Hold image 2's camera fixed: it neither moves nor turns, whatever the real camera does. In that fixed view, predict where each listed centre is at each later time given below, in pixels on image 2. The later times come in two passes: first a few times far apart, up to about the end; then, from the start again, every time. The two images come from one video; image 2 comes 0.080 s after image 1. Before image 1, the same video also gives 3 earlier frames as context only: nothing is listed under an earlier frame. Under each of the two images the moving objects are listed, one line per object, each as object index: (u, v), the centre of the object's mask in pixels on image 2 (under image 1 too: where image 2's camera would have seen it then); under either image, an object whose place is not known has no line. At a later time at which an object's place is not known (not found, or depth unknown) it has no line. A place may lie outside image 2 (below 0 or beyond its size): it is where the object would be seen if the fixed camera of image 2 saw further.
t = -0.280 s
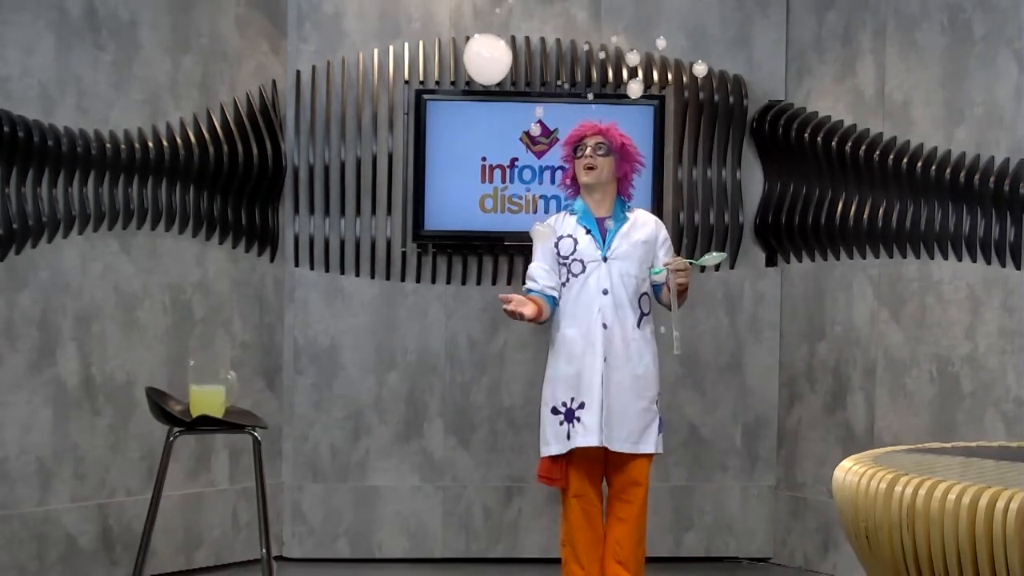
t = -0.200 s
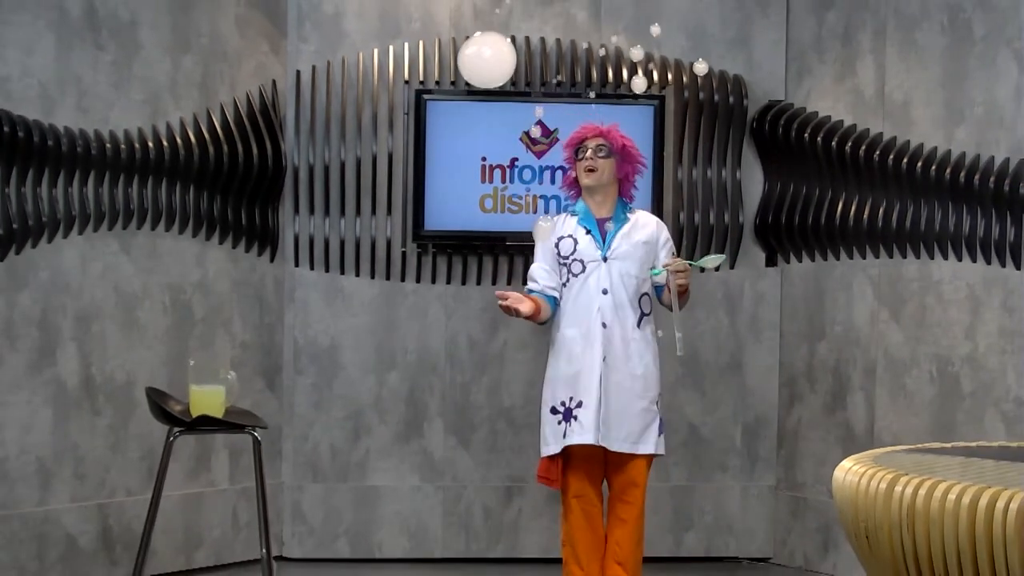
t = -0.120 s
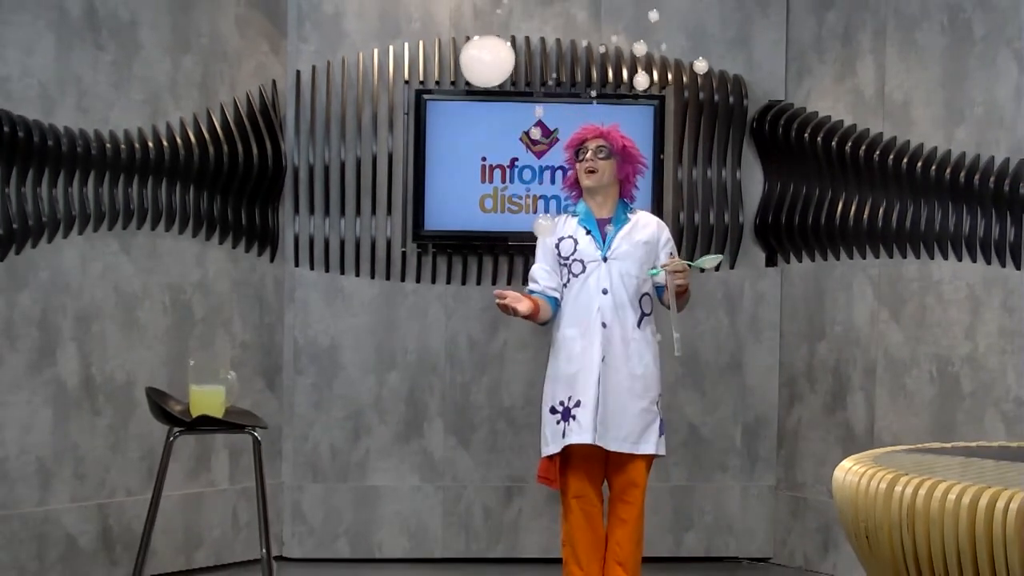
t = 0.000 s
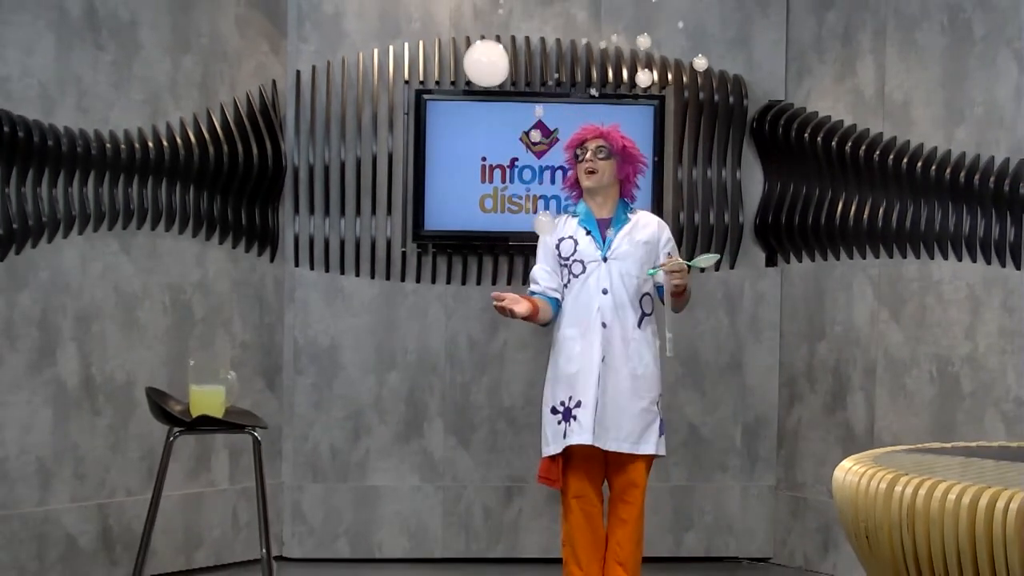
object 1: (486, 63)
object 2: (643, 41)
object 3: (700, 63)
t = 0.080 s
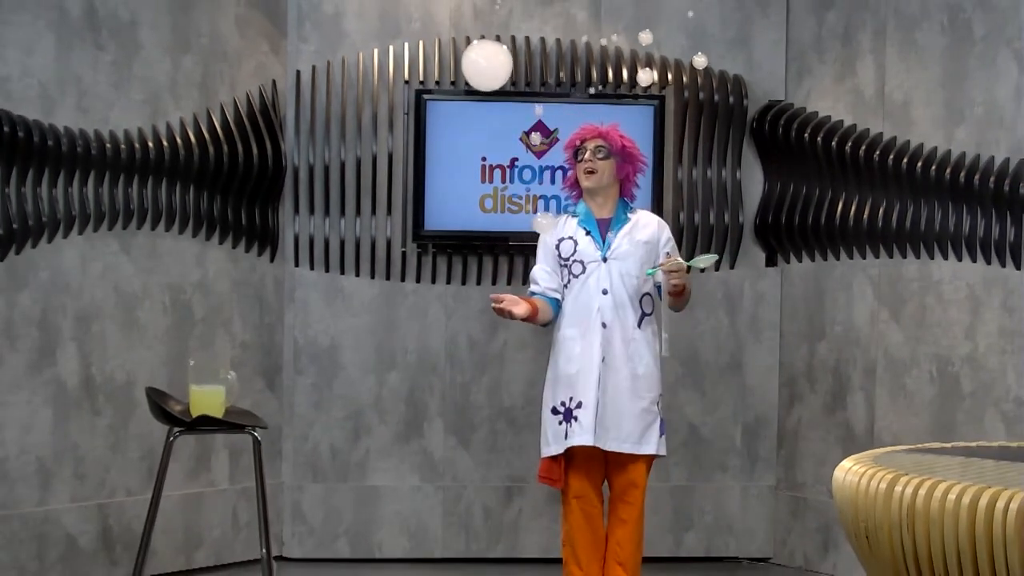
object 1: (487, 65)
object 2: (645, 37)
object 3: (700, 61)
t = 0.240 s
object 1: (487, 71)
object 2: (647, 30)
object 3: (699, 57)
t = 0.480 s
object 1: (486, 82)
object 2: (649, 22)
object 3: (698, 54)
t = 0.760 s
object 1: (486, 99)
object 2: (656, 15)
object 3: (698, 55)
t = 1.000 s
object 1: (487, 117)
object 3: (696, 58)
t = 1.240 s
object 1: (487, 137)
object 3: (694, 60)
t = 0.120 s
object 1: (486, 67)
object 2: (646, 35)
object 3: (699, 60)
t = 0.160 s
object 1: (486, 68)
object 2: (646, 34)
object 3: (699, 59)
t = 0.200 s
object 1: (487, 70)
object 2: (647, 32)
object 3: (699, 58)
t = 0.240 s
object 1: (487, 71)
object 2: (647, 30)
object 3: (699, 57)
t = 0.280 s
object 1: (486, 73)
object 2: (647, 29)
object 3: (699, 56)
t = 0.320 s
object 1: (486, 75)
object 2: (648, 27)
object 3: (699, 56)
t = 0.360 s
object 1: (486, 77)
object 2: (648, 26)
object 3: (698, 55)
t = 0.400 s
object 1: (486, 78)
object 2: (648, 25)
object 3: (698, 55)
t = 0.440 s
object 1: (486, 79)
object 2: (649, 23)
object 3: (698, 54)
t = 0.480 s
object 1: (486, 82)
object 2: (649, 22)
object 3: (698, 54)
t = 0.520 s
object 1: (486, 85)
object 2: (650, 21)
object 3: (698, 54)
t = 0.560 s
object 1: (486, 87)
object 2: (651, 20)
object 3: (698, 54)
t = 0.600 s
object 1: (487, 89)
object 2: (652, 19)
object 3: (698, 54)
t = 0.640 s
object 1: (486, 91)
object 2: (653, 18)
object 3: (698, 54)
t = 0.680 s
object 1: (486, 94)
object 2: (654, 17)
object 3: (699, 54)
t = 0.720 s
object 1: (486, 96)
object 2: (655, 16)
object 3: (698, 54)
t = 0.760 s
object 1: (486, 99)
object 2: (656, 15)
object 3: (698, 55)
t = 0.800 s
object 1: (486, 102)
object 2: (657, 14)
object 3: (698, 55)
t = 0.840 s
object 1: (486, 105)
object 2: (659, 12)
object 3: (697, 56)
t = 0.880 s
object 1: (486, 108)
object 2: (660, 11)
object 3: (697, 56)
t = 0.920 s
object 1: (486, 111)
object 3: (697, 57)
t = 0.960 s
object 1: (486, 114)
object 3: (697, 57)
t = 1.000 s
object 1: (487, 117)
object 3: (696, 58)
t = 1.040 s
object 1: (486, 120)
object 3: (696, 58)
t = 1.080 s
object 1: (486, 123)
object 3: (696, 58)
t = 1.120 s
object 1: (486, 127)
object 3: (696, 59)
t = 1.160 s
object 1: (486, 130)
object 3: (695, 59)
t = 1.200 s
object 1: (487, 134)
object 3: (695, 60)
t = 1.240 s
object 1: (487, 137)
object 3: (694, 60)
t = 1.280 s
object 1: (486, 141)
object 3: (694, 60)
